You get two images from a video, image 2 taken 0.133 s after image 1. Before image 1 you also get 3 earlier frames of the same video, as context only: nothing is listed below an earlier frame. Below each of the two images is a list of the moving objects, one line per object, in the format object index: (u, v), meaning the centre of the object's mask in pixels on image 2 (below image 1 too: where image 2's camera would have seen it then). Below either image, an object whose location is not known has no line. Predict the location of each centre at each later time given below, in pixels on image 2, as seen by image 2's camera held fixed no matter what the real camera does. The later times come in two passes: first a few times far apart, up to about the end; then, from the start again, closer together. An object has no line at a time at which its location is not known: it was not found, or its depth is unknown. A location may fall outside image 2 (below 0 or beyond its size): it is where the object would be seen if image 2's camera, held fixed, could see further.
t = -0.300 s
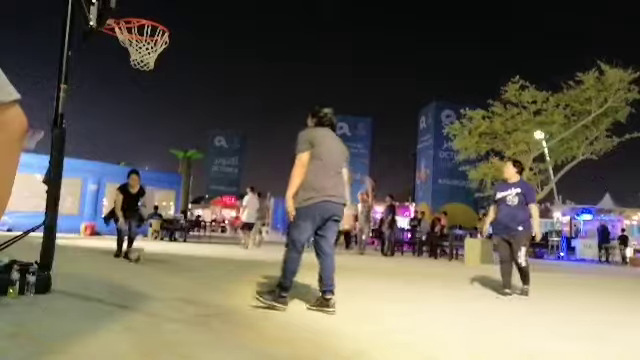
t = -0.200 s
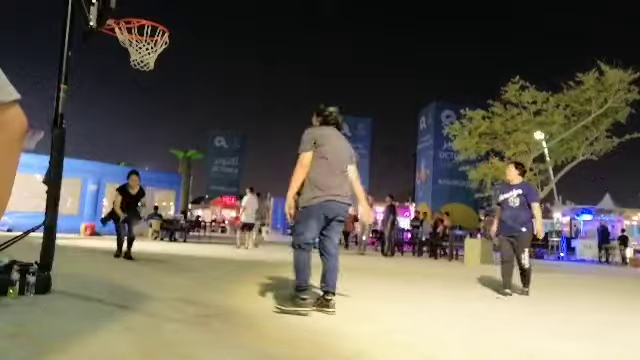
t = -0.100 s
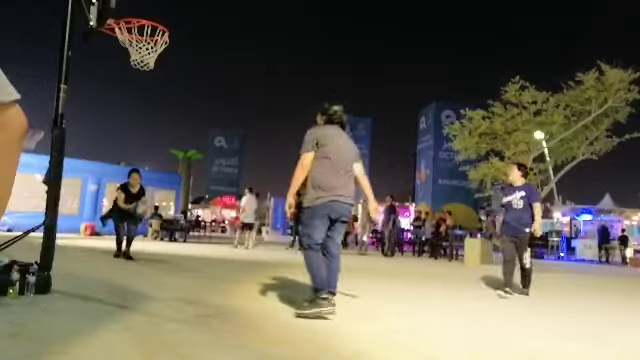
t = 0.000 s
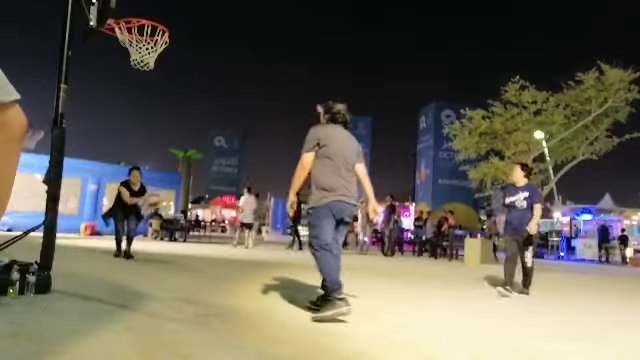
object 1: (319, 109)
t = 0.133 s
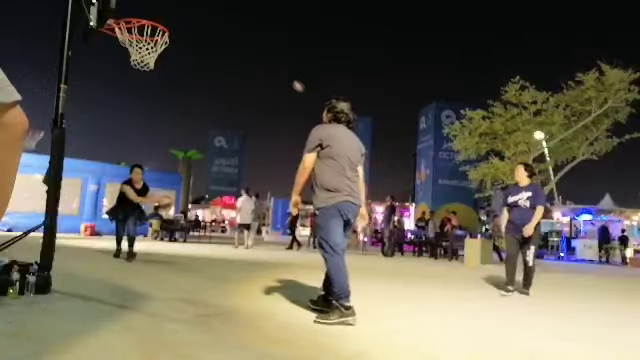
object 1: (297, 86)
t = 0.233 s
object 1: (279, 71)
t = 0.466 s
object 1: (232, 49)
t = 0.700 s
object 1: (176, 46)
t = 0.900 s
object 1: (122, 62)
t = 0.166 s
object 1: (292, 81)
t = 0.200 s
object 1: (285, 76)
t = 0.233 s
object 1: (279, 71)
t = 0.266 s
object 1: (273, 67)
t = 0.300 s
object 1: (266, 63)
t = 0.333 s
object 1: (260, 60)
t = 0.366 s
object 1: (253, 57)
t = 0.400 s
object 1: (246, 54)
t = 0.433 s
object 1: (239, 51)
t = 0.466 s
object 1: (232, 49)
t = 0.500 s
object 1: (223, 47)
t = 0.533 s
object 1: (216, 46)
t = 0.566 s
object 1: (209, 45)
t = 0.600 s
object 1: (200, 45)
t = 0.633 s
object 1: (192, 45)
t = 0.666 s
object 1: (184, 45)
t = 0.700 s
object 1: (176, 46)
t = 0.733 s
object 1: (169, 48)
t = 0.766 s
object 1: (163, 51)
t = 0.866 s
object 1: (127, 59)
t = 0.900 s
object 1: (122, 62)
